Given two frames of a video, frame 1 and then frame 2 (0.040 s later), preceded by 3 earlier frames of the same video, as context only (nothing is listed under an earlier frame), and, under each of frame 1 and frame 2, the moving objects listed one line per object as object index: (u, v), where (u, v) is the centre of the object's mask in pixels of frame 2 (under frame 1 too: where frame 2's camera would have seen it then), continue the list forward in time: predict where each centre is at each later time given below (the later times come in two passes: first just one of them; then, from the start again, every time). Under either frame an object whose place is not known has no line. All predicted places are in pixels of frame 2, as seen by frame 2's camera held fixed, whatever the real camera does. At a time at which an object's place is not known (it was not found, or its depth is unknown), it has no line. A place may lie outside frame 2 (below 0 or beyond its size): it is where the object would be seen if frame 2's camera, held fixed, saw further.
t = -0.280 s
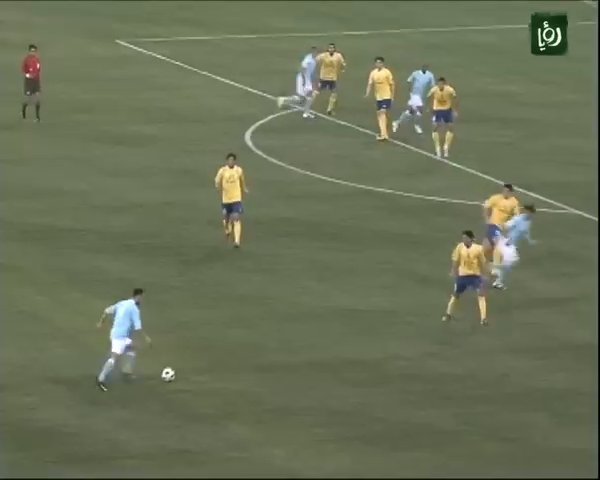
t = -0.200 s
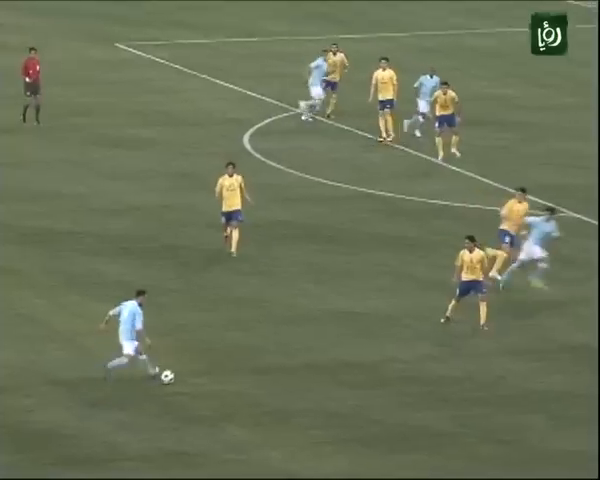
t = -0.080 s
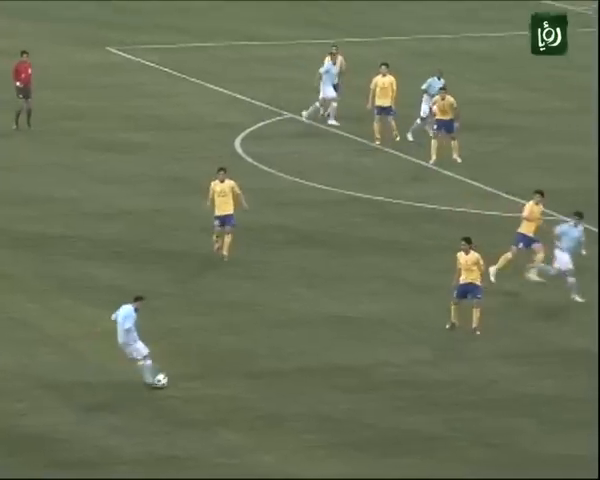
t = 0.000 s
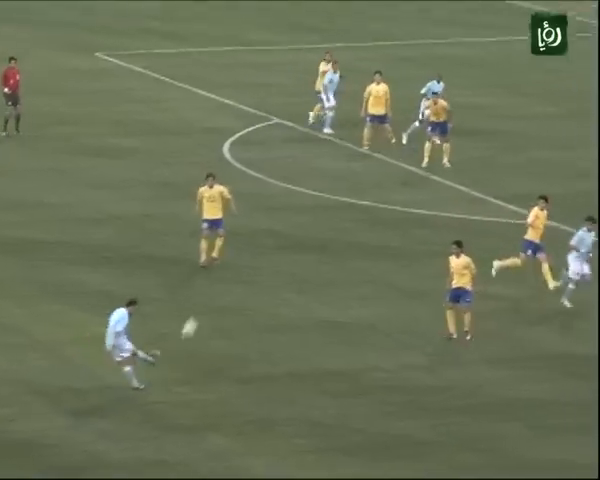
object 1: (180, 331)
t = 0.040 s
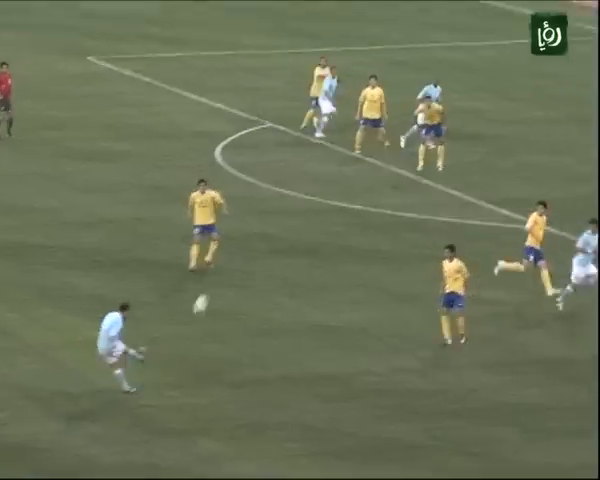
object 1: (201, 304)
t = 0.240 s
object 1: (286, 184)
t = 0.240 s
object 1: (286, 184)
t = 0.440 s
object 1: (358, 95)
